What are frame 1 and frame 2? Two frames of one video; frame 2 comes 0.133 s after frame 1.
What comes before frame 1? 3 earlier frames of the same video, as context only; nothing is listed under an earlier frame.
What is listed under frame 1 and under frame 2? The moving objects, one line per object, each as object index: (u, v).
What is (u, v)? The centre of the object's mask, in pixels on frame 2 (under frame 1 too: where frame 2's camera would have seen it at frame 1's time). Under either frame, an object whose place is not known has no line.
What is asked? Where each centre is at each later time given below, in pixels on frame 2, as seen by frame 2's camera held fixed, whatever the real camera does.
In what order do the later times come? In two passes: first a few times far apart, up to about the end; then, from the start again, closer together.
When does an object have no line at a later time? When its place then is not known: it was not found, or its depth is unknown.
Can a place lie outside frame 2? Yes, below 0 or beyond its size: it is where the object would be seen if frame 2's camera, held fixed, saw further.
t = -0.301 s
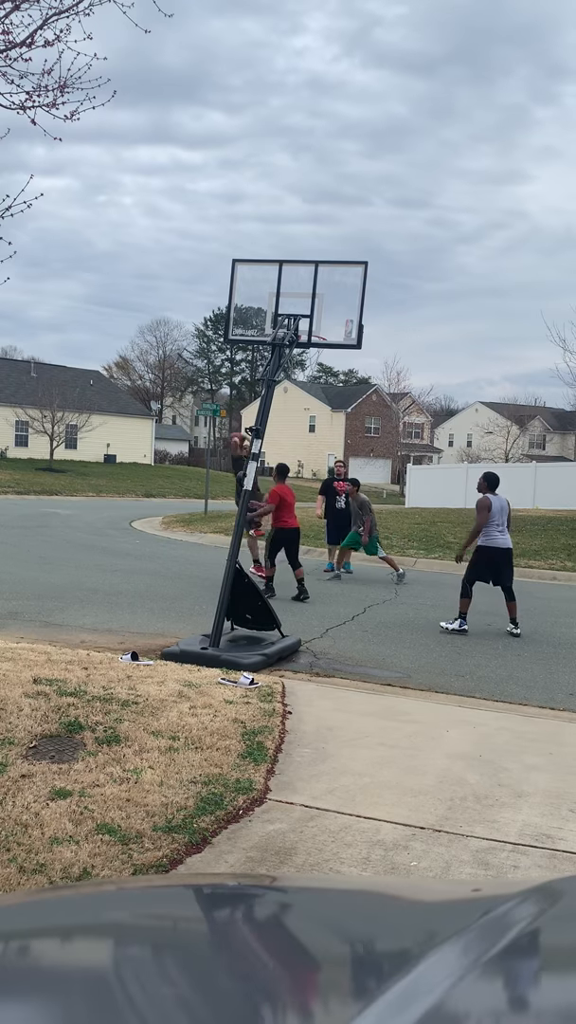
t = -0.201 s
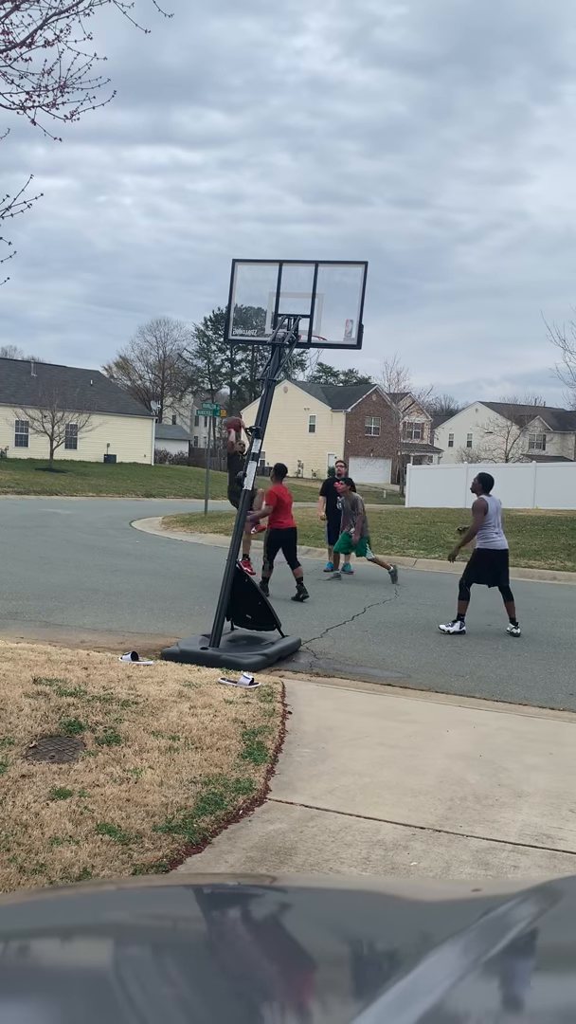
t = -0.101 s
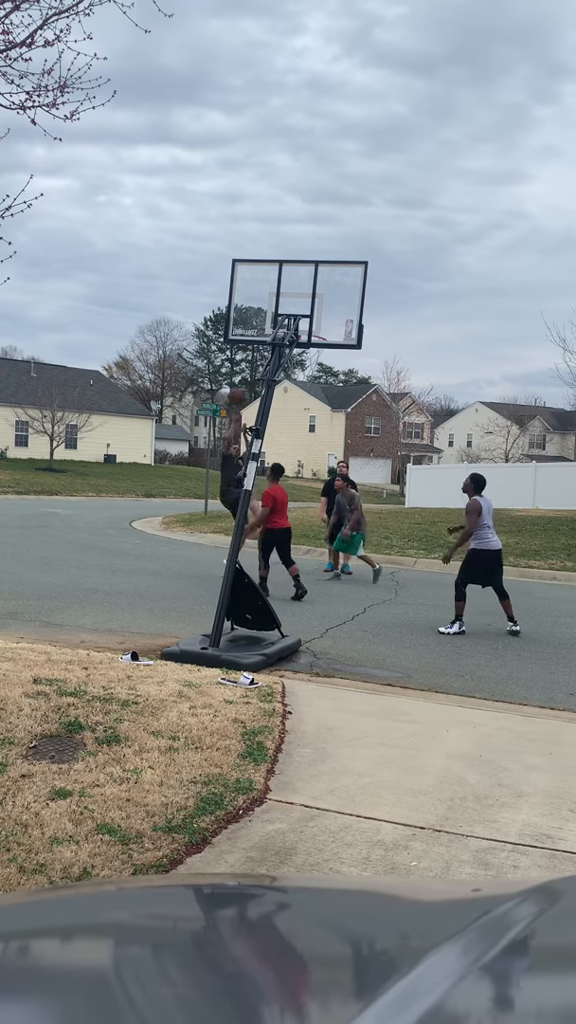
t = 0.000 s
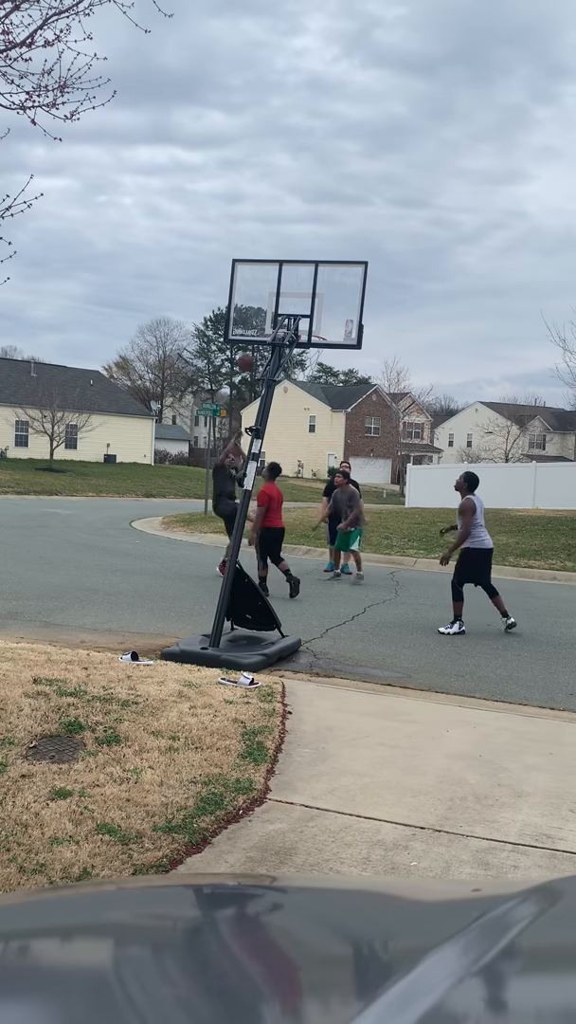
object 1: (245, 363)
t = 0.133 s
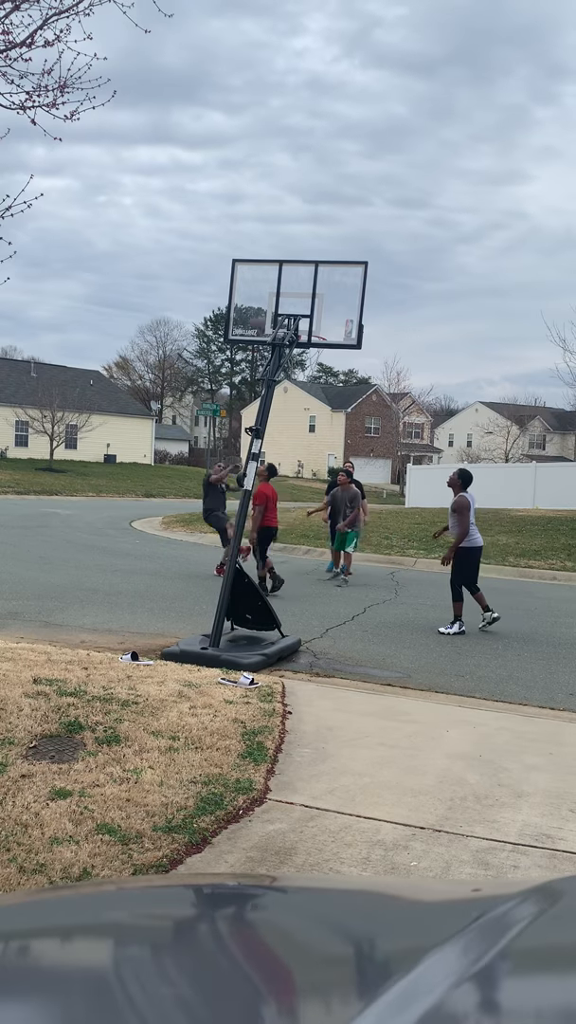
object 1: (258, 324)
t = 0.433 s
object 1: (292, 285)
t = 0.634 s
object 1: (310, 307)
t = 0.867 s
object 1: (332, 320)
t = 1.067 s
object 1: (338, 328)
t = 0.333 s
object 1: (281, 288)
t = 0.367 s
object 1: (286, 290)
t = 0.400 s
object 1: (289, 286)
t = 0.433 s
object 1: (292, 285)
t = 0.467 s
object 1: (295, 286)
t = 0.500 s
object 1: (299, 286)
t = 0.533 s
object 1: (302, 291)
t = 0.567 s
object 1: (304, 298)
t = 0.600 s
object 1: (309, 301)
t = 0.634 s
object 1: (310, 307)
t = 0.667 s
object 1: (322, 312)
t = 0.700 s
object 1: (327, 321)
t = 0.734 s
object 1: (329, 329)
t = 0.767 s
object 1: (330, 327)
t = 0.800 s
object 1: (331, 324)
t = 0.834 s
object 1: (332, 321)
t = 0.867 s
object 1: (332, 320)
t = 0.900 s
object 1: (333, 320)
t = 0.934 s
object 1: (334, 321)
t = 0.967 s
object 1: (336, 321)
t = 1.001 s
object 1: (337, 322)
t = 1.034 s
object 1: (338, 325)
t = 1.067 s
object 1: (338, 328)
